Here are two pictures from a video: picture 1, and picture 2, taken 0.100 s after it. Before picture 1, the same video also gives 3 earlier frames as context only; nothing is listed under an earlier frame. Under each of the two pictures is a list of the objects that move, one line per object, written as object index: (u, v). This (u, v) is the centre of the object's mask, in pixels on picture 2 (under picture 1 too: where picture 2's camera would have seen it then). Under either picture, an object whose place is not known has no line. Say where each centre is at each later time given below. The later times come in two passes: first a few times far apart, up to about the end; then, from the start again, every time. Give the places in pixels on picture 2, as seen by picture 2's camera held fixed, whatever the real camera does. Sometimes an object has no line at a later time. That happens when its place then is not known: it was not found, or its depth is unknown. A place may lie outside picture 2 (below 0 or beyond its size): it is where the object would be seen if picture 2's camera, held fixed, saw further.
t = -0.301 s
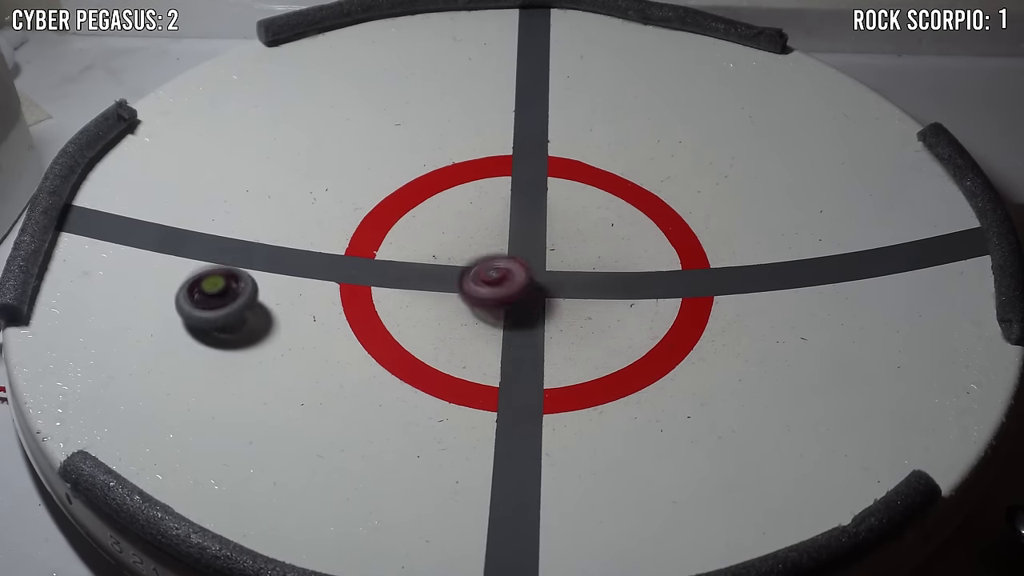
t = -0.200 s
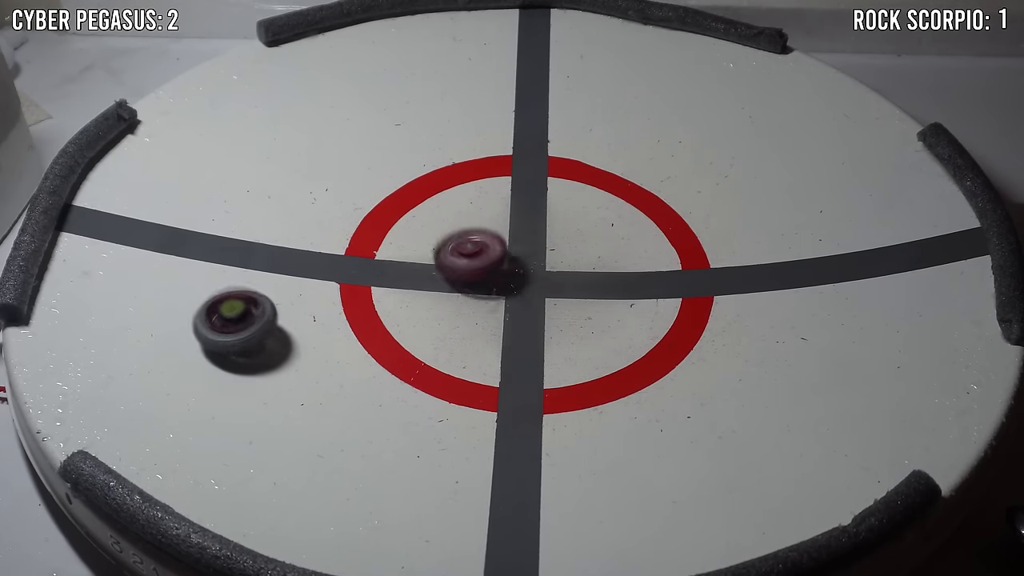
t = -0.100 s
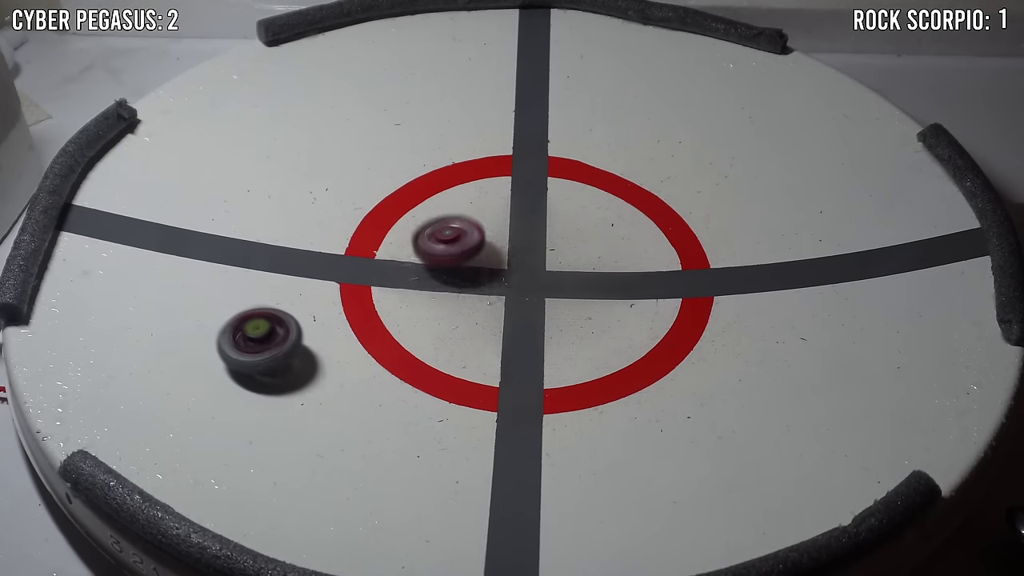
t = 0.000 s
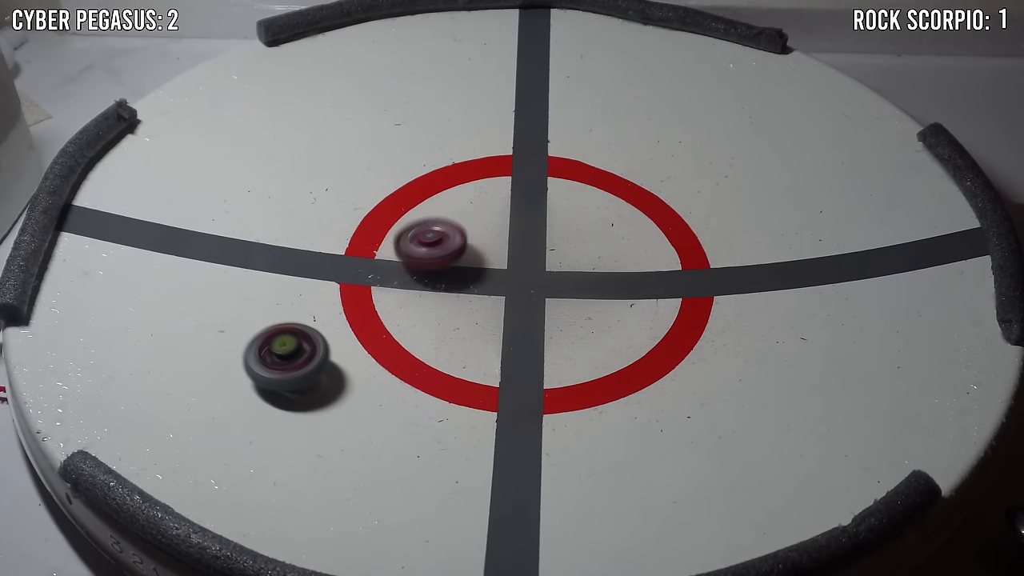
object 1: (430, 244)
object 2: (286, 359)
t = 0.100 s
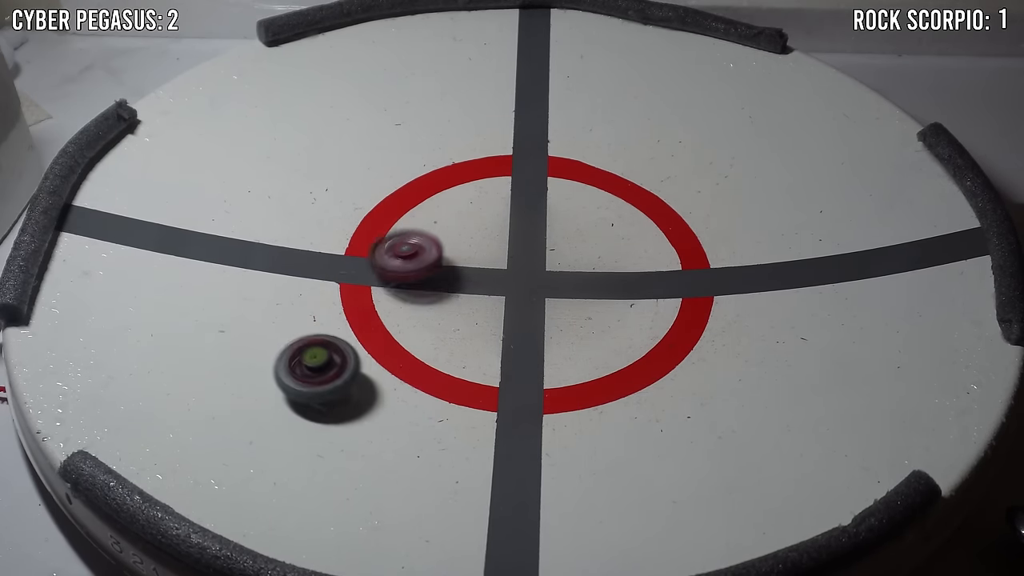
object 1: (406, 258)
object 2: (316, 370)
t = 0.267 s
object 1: (367, 293)
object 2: (373, 379)
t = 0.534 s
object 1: (326, 352)
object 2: (463, 375)
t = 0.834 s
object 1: (431, 372)
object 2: (552, 343)
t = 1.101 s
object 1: (475, 274)
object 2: (606, 308)
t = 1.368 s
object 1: (420, 207)
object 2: (639, 269)
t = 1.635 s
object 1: (350, 194)
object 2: (643, 233)
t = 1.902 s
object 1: (367, 230)
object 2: (622, 212)
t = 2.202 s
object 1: (488, 230)
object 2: (571, 208)
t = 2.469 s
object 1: (206, 275)
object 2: (789, 155)
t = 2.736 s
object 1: (206, 351)
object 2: (769, 155)
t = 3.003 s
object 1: (414, 366)
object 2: (698, 176)
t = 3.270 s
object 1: (551, 280)
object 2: (629, 208)
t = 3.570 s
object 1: (468, 261)
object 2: (610, 161)
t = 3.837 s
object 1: (444, 253)
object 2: (543, 155)
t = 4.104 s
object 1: (457, 253)
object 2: (481, 153)
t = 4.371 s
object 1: (474, 250)
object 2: (433, 159)
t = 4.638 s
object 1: (503, 242)
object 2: (399, 180)
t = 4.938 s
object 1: (533, 226)
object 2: (386, 214)
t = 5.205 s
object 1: (542, 220)
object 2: (396, 252)
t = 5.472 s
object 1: (541, 228)
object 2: (418, 286)
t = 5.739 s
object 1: (541, 242)
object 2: (445, 315)
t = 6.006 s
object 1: (546, 263)
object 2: (482, 329)
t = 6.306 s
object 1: (565, 275)
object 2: (521, 330)
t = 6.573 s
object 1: (582, 261)
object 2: (547, 321)
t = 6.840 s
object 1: (571, 227)
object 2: (563, 316)
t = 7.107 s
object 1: (531, 192)
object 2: (575, 297)
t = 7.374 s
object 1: (479, 203)
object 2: (577, 272)
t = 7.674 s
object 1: (464, 258)
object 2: (572, 246)
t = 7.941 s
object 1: (518, 298)
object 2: (572, 229)
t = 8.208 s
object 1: (592, 306)
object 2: (568, 218)
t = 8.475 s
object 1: (632, 268)
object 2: (564, 216)
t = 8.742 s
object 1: (667, 250)
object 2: (498, 201)
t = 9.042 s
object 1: (655, 234)
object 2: (453, 191)
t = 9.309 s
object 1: (583, 235)
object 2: (436, 186)
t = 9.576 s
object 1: (511, 267)
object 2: (437, 197)
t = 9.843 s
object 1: (461, 297)
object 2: (447, 224)
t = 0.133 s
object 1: (396, 262)
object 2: (327, 373)
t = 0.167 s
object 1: (388, 269)
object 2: (340, 376)
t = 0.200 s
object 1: (383, 278)
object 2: (350, 377)
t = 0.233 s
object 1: (376, 286)
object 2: (363, 379)
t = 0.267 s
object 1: (367, 293)
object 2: (373, 379)
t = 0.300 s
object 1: (356, 299)
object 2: (383, 380)
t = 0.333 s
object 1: (347, 304)
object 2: (394, 381)
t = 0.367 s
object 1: (341, 312)
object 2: (406, 381)
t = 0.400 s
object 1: (334, 321)
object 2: (418, 381)
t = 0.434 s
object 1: (328, 328)
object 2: (431, 380)
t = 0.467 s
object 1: (326, 336)
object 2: (441, 379)
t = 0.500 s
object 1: (324, 344)
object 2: (453, 377)
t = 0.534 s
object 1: (326, 352)
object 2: (463, 375)
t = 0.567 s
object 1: (328, 359)
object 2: (474, 373)
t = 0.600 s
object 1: (335, 367)
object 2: (486, 372)
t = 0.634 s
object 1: (344, 374)
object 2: (497, 368)
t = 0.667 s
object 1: (354, 380)
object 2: (507, 364)
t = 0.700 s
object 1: (367, 382)
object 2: (518, 360)
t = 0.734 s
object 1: (380, 383)
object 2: (528, 357)
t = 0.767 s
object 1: (396, 381)
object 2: (537, 353)
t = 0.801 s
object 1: (414, 379)
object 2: (546, 348)
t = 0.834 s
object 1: (431, 372)
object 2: (552, 343)
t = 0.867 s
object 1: (446, 364)
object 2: (559, 338)
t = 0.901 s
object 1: (457, 351)
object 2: (567, 334)
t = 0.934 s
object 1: (464, 338)
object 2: (574, 329)
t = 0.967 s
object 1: (469, 325)
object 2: (581, 326)
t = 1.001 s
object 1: (472, 310)
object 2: (587, 321)
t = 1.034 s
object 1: (473, 297)
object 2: (594, 317)
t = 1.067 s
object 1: (474, 285)
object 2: (600, 312)
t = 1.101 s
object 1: (475, 274)
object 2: (606, 308)
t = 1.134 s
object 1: (472, 264)
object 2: (612, 302)
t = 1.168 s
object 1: (468, 256)
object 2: (617, 297)
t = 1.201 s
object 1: (464, 245)
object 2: (621, 290)
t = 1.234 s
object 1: (458, 236)
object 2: (626, 287)
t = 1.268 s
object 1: (450, 227)
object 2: (628, 281)
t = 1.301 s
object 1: (442, 220)
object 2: (633, 279)
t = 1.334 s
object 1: (431, 213)
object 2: (636, 274)
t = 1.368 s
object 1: (420, 207)
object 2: (639, 269)
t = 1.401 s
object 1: (409, 202)
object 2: (641, 265)
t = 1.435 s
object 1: (398, 199)
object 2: (643, 259)
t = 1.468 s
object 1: (389, 197)
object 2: (644, 256)
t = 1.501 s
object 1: (379, 195)
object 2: (645, 252)
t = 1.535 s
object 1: (372, 195)
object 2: (644, 246)
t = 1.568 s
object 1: (364, 194)
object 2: (645, 243)
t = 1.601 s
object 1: (356, 193)
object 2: (645, 240)
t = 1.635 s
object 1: (350, 194)
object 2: (643, 233)
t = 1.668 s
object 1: (346, 197)
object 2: (643, 230)
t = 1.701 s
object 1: (345, 201)
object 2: (642, 226)
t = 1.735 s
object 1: (348, 206)
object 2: (640, 223)
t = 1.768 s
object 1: (350, 212)
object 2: (638, 220)
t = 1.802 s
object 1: (352, 219)
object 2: (635, 218)
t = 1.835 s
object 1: (355, 223)
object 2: (631, 215)
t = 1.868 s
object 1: (359, 226)
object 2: (626, 213)
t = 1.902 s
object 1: (367, 230)
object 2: (622, 212)
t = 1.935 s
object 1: (374, 233)
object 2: (616, 211)
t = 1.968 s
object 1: (383, 234)
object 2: (611, 210)
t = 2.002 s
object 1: (395, 235)
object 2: (606, 209)
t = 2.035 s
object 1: (411, 236)
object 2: (600, 208)
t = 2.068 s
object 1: (427, 235)
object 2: (594, 208)
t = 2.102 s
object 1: (444, 234)
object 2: (588, 207)
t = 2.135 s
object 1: (461, 232)
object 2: (582, 207)
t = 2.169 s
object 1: (475, 232)
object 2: (576, 206)
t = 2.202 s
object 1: (488, 230)
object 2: (571, 208)
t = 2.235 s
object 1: (498, 229)
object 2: (566, 210)
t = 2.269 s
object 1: (455, 238)
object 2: (610, 202)
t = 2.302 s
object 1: (398, 245)
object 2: (651, 191)
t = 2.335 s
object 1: (347, 251)
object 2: (691, 181)
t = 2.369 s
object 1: (305, 255)
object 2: (725, 173)
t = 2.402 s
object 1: (266, 261)
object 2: (752, 165)
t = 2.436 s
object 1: (234, 268)
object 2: (775, 159)
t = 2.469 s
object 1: (206, 275)
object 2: (789, 155)
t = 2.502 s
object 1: (187, 282)
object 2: (799, 152)
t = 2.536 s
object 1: (174, 289)
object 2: (803, 151)
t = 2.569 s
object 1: (168, 297)
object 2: (803, 150)
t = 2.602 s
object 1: (166, 305)
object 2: (799, 150)
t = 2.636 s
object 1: (171, 316)
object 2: (794, 150)
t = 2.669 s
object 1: (179, 329)
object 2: (787, 151)
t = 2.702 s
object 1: (191, 341)
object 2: (778, 153)
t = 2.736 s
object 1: (206, 351)
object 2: (769, 155)
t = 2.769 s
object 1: (226, 361)
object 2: (759, 156)
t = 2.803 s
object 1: (249, 368)
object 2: (750, 158)
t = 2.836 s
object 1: (275, 375)
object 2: (741, 161)
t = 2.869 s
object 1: (304, 381)
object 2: (732, 163)
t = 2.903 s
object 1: (332, 381)
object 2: (723, 167)
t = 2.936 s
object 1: (360, 378)
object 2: (715, 170)
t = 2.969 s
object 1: (387, 372)
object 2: (706, 173)
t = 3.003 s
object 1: (414, 366)
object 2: (698, 176)
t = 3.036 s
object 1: (438, 360)
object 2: (689, 180)
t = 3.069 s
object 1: (460, 351)
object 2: (681, 184)
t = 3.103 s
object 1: (481, 340)
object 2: (673, 188)
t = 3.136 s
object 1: (500, 329)
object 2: (665, 192)
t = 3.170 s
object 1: (516, 318)
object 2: (655, 196)
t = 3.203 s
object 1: (531, 306)
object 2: (647, 199)
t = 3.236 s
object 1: (542, 294)
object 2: (638, 204)
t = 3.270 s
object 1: (551, 280)
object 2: (629, 208)
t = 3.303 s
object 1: (560, 267)
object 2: (617, 211)
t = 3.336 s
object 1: (561, 257)
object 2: (610, 213)
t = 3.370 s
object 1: (538, 264)
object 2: (624, 196)
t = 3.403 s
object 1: (518, 267)
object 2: (632, 183)
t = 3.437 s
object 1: (503, 266)
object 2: (637, 174)
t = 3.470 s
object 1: (490, 265)
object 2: (635, 167)
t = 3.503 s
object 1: (481, 264)
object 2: (629, 165)
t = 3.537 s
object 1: (473, 261)
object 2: (620, 163)
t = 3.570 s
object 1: (468, 261)
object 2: (610, 161)
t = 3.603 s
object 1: (464, 259)
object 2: (600, 160)
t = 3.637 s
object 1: (459, 258)
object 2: (592, 159)
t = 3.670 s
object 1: (453, 256)
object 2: (585, 159)
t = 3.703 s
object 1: (449, 256)
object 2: (576, 157)
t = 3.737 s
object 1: (446, 255)
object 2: (570, 156)
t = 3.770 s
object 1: (444, 255)
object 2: (560, 155)
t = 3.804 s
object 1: (443, 253)
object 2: (553, 155)
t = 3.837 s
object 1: (444, 253)
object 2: (543, 155)
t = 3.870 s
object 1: (444, 253)
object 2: (534, 154)
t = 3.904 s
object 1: (447, 253)
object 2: (526, 154)
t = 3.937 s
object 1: (449, 252)
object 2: (517, 153)
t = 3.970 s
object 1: (451, 253)
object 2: (509, 154)
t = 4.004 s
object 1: (452, 252)
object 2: (501, 153)
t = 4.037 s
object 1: (454, 253)
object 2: (494, 154)
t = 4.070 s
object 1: (456, 253)
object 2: (487, 153)
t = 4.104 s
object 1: (457, 253)
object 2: (481, 153)
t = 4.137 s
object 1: (459, 254)
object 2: (474, 153)
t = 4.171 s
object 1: (462, 254)
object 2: (467, 154)
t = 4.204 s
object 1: (464, 253)
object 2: (460, 154)
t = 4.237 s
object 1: (466, 253)
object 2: (454, 155)
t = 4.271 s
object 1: (468, 253)
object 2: (449, 156)
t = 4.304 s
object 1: (470, 251)
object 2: (443, 157)
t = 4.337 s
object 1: (473, 251)
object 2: (438, 158)
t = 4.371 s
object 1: (474, 250)
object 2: (433, 159)
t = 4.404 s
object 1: (475, 249)
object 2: (428, 161)
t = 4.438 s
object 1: (477, 249)
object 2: (423, 163)
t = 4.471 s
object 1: (480, 248)
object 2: (419, 165)
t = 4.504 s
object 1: (484, 247)
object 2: (414, 168)
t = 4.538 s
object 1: (489, 246)
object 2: (410, 171)
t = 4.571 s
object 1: (494, 244)
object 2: (406, 174)
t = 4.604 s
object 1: (499, 244)
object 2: (403, 176)
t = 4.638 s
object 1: (503, 242)
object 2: (399, 180)
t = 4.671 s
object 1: (508, 239)
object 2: (396, 183)
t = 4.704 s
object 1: (514, 237)
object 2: (394, 187)
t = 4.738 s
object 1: (519, 235)
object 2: (391, 191)
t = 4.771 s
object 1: (523, 234)
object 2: (390, 195)
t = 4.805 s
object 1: (526, 233)
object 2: (388, 198)
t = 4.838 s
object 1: (528, 232)
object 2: (387, 203)
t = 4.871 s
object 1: (530, 229)
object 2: (387, 207)
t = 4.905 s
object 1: (531, 228)
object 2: (387, 212)
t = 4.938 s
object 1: (533, 226)
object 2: (386, 214)
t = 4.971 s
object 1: (535, 224)
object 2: (386, 218)
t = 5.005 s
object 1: (536, 223)
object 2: (387, 225)
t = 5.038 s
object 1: (537, 223)
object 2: (388, 229)
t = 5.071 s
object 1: (538, 222)
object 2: (389, 234)
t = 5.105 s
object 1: (538, 222)
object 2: (390, 238)
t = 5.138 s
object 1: (540, 221)
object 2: (392, 243)
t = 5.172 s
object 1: (541, 220)
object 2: (394, 248)
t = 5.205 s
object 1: (542, 220)
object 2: (396, 252)
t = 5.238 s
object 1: (544, 220)
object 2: (399, 257)
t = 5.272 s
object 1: (545, 222)
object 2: (401, 260)
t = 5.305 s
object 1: (544, 222)
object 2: (403, 265)
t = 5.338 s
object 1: (543, 223)
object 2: (406, 270)
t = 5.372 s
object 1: (542, 224)
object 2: (409, 273)
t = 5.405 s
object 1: (542, 226)
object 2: (412, 277)
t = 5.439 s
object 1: (542, 227)
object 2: (415, 282)
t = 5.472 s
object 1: (541, 228)
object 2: (418, 286)
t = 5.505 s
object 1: (540, 230)
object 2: (421, 290)
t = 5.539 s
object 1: (540, 231)
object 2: (424, 294)
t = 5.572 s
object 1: (540, 232)
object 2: (428, 298)
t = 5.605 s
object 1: (539, 234)
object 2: (430, 302)
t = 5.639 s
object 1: (540, 237)
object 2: (434, 305)
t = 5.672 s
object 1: (540, 237)
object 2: (437, 309)
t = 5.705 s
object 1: (540, 240)
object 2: (441, 310)
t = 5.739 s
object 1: (541, 242)
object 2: (445, 315)
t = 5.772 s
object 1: (541, 244)
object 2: (448, 317)
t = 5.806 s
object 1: (543, 248)
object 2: (452, 320)
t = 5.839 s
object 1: (543, 250)
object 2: (458, 321)
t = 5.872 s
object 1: (544, 253)
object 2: (464, 323)
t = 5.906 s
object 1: (544, 255)
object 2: (470, 325)
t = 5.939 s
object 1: (544, 259)
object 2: (473, 326)
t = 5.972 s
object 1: (545, 261)
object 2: (478, 328)
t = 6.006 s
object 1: (546, 263)
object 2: (482, 329)
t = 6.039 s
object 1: (548, 266)
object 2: (487, 329)
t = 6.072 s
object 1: (551, 268)
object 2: (492, 331)
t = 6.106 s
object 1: (553, 271)
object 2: (497, 330)
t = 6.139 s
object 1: (554, 274)
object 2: (501, 331)
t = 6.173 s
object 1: (555, 275)
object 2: (506, 330)
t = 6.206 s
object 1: (555, 277)
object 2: (510, 330)
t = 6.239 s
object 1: (556, 278)
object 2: (516, 330)
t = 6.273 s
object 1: (559, 278)
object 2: (518, 329)
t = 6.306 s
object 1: (565, 275)
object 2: (521, 330)
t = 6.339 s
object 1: (571, 271)
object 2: (525, 330)
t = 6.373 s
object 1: (576, 270)
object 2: (528, 329)
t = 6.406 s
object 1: (579, 268)
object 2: (532, 329)
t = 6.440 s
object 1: (583, 267)
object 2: (536, 328)
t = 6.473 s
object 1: (585, 267)
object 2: (539, 327)
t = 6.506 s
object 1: (584, 265)
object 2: (542, 326)
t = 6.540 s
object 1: (583, 263)
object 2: (547, 324)
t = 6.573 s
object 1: (582, 261)
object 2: (547, 321)
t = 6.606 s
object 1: (581, 258)
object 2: (550, 319)
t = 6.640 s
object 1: (580, 256)
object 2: (552, 318)
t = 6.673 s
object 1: (578, 254)
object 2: (556, 315)
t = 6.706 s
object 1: (575, 253)
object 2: (558, 312)
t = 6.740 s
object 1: (572, 252)
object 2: (560, 309)
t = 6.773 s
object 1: (572, 245)
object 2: (560, 311)
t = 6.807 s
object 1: (572, 235)
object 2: (561, 314)
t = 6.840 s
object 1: (571, 227)
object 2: (563, 316)
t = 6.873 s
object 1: (570, 219)
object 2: (565, 314)
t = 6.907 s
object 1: (567, 213)
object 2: (569, 311)
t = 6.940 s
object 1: (564, 208)
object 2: (571, 310)
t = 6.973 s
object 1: (559, 203)
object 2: (572, 307)
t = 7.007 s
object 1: (553, 199)
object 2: (574, 305)
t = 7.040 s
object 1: (547, 196)
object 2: (575, 304)
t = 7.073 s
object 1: (539, 193)
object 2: (575, 300)
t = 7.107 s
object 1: (531, 192)
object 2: (575, 297)
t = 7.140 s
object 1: (523, 189)
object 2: (576, 294)
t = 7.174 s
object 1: (515, 189)
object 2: (577, 291)
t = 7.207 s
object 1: (509, 189)
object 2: (577, 288)
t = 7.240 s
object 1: (503, 189)
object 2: (577, 284)
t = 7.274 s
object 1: (497, 191)
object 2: (578, 282)
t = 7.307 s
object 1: (491, 194)
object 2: (577, 278)
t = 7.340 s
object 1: (485, 198)
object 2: (577, 275)
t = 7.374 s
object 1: (479, 203)
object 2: (577, 272)
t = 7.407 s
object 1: (473, 208)
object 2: (576, 269)
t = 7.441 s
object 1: (468, 213)
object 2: (575, 267)
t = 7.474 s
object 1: (464, 218)
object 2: (575, 263)
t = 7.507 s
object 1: (462, 224)
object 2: (574, 260)
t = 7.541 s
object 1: (460, 231)
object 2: (574, 258)
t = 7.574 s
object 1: (460, 237)
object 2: (573, 255)
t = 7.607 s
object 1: (461, 245)
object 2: (573, 252)
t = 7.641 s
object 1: (462, 252)
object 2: (573, 249)
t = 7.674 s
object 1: (464, 258)
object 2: (572, 246)
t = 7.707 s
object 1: (469, 263)
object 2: (572, 244)
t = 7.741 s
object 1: (474, 270)
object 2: (572, 241)
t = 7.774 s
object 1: (479, 275)
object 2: (572, 239)
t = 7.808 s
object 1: (485, 280)
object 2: (571, 235)
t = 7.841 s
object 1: (492, 286)
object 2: (571, 234)
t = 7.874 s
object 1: (500, 290)
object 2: (572, 232)
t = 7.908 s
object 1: (510, 295)
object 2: (572, 230)
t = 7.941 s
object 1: (518, 298)
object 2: (572, 229)
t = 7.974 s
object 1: (528, 302)
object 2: (572, 227)
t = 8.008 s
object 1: (538, 304)
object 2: (571, 225)
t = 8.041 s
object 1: (548, 305)
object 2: (570, 224)
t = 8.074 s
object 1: (556, 306)
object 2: (571, 221)
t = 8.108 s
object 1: (565, 307)
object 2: (569, 220)
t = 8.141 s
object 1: (574, 307)
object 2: (570, 219)
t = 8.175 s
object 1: (583, 306)
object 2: (568, 218)
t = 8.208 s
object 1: (592, 306)
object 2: (568, 218)
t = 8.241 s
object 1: (600, 303)
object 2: (567, 217)
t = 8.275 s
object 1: (607, 300)
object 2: (565, 217)
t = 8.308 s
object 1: (613, 296)
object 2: (565, 217)
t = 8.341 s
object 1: (619, 291)
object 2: (565, 217)
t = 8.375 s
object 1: (624, 285)
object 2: (565, 217)
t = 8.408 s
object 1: (627, 280)
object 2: (564, 217)
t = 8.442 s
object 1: (631, 273)
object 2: (564, 217)
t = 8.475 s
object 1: (632, 268)
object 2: (564, 216)
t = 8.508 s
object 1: (632, 263)
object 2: (563, 216)
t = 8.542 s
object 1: (631, 256)
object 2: (563, 216)
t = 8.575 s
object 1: (629, 250)
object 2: (560, 217)
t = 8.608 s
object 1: (626, 244)
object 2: (558, 218)
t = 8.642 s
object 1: (632, 243)
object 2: (545, 216)
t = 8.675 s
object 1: (648, 247)
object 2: (524, 208)
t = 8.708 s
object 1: (661, 251)
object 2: (509, 204)
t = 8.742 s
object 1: (667, 250)
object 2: (498, 201)
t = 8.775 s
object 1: (672, 250)
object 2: (492, 199)
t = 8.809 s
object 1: (675, 248)
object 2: (485, 198)
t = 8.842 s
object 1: (677, 247)
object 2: (480, 197)
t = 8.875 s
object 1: (676, 245)
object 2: (474, 195)
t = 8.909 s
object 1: (675, 242)
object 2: (469, 194)
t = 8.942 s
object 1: (674, 241)
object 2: (463, 192)
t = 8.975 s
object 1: (669, 239)
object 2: (460, 193)
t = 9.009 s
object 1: (663, 238)
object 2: (456, 192)
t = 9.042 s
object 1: (655, 234)
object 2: (453, 191)
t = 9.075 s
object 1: (648, 233)
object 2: (449, 189)
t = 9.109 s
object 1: (640, 233)
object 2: (446, 189)
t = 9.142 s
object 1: (632, 232)
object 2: (444, 187)
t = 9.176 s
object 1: (622, 231)
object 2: (442, 187)
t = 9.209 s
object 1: (613, 230)
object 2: (440, 185)
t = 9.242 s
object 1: (603, 232)
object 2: (438, 185)
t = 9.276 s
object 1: (593, 233)
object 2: (437, 185)
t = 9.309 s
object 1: (583, 235)
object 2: (436, 186)
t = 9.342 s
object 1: (574, 237)
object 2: (435, 186)
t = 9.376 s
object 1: (563, 241)
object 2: (434, 188)
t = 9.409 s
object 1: (554, 244)
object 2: (434, 189)
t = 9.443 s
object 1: (544, 248)
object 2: (434, 190)
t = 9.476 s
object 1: (535, 253)
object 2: (434, 191)
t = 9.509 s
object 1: (526, 258)
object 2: (435, 193)
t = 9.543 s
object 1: (519, 262)
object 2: (436, 195)
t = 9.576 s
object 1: (511, 267)
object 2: (437, 197)
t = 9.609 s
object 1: (504, 270)
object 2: (438, 201)
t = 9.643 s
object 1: (496, 273)
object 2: (438, 203)
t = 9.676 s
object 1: (489, 278)
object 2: (440, 207)
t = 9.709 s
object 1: (483, 281)
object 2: (441, 209)
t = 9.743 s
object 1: (477, 285)
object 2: (443, 213)
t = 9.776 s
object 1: (472, 290)
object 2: (444, 216)
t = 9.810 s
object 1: (465, 294)
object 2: (445, 221)
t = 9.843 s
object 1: (461, 297)
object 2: (447, 224)
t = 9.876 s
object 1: (456, 300)
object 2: (448, 228)
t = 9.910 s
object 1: (451, 303)
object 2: (449, 232)
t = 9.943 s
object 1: (448, 306)
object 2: (450, 236)
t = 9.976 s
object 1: (445, 309)
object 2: (451, 241)
